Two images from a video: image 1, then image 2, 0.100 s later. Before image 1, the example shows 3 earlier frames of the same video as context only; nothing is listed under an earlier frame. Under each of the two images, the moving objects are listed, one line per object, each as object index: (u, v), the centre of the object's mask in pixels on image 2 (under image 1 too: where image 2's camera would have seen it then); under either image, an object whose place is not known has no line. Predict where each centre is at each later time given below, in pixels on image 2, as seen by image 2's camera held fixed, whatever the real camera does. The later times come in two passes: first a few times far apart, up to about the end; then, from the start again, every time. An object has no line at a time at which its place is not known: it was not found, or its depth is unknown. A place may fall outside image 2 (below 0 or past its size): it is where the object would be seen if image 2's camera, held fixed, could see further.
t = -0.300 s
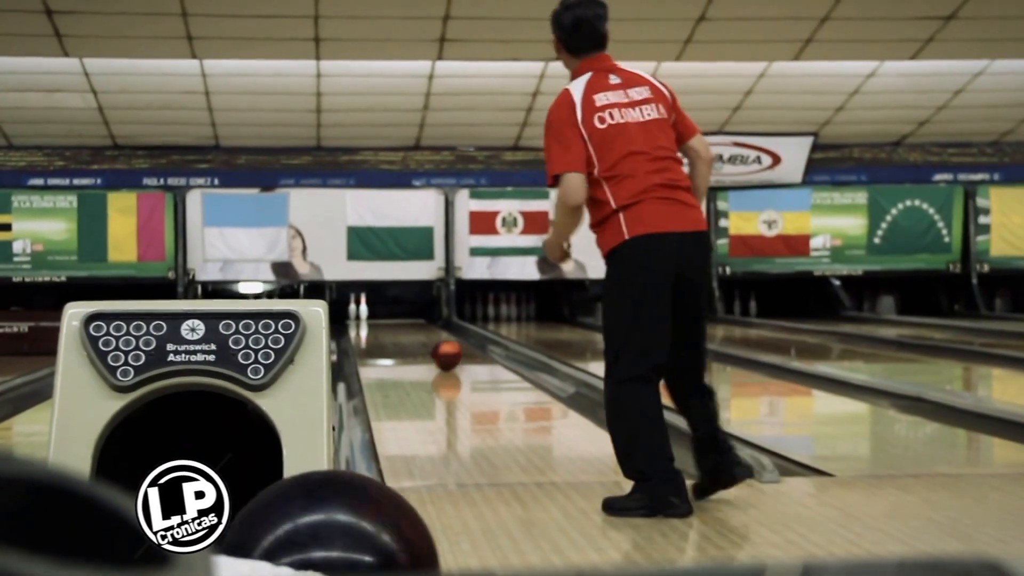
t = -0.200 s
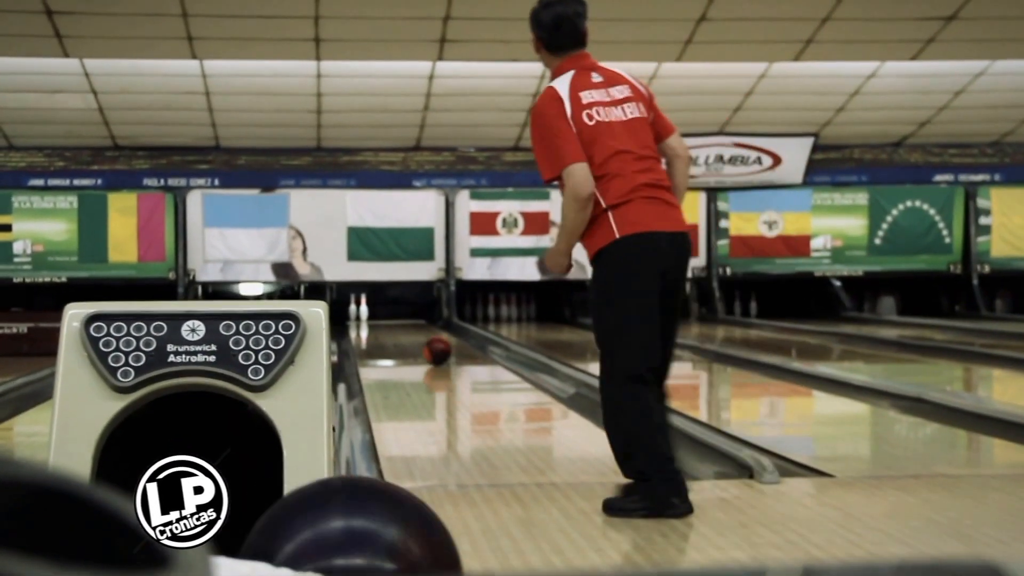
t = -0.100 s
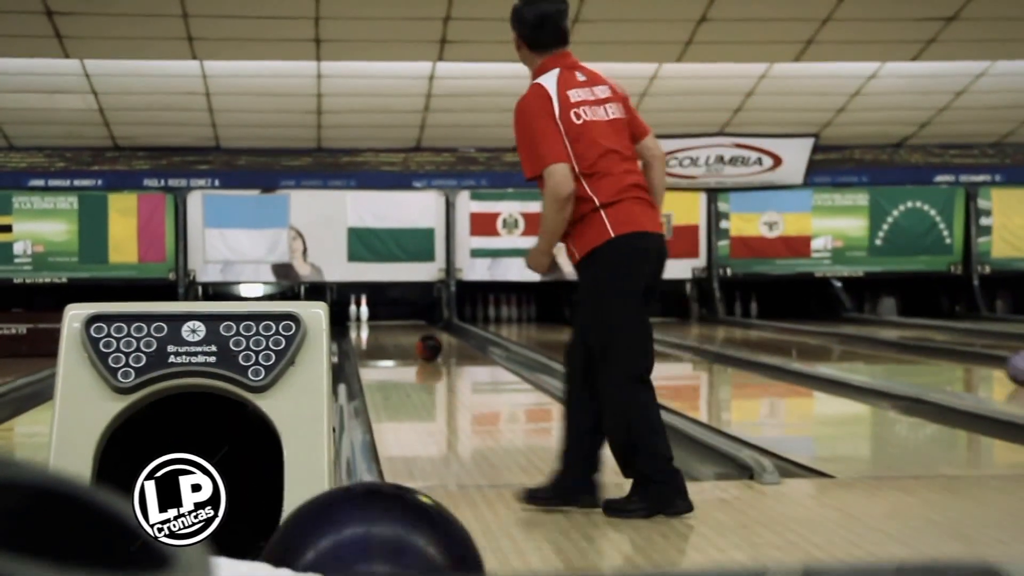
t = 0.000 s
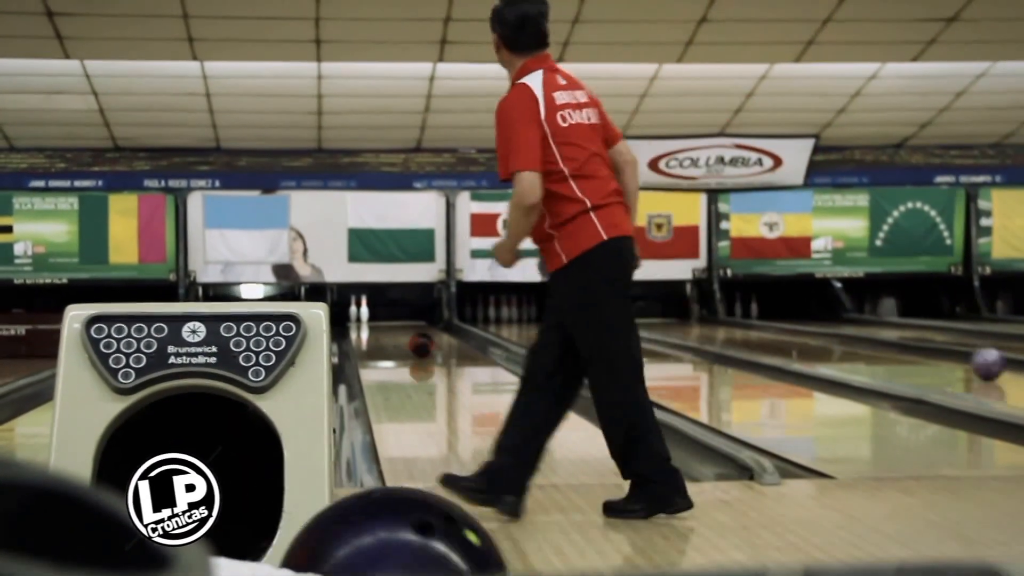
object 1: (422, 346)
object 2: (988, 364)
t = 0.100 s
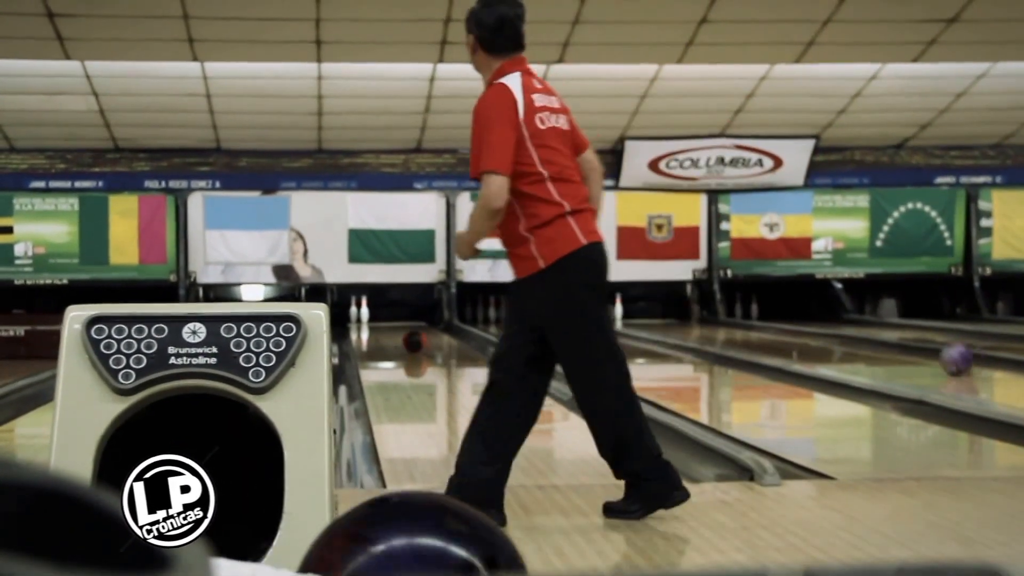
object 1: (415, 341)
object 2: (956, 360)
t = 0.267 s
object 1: (406, 336)
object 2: (910, 352)
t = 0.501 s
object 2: (855, 345)
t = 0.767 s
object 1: (383, 325)
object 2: (804, 338)
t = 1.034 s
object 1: (376, 321)
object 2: (762, 331)
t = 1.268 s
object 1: (373, 319)
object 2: (731, 327)
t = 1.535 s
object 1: (366, 317)
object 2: (701, 323)
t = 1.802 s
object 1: (371, 319)
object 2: (675, 321)
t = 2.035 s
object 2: (655, 317)
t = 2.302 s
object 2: (636, 317)
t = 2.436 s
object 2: (628, 316)
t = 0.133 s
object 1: (413, 340)
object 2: (946, 358)
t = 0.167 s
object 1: (412, 339)
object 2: (936, 356)
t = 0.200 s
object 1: (410, 339)
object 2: (927, 355)
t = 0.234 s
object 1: (408, 338)
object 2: (919, 354)
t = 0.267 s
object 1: (406, 336)
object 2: (910, 352)
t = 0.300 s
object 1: (404, 335)
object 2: (902, 352)
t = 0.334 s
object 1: (402, 335)
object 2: (893, 350)
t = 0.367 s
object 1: (401, 334)
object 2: (885, 349)
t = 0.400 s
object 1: (398, 334)
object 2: (878, 348)
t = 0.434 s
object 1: (391, 331)
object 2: (870, 347)
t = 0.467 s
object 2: (863, 346)
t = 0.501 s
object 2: (855, 345)
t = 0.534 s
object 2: (848, 343)
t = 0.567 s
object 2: (842, 342)
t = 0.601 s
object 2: (835, 341)
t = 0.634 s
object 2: (828, 341)
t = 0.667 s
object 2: (822, 340)
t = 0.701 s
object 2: (816, 340)
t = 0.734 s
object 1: (384, 326)
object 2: (810, 339)
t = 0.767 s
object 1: (383, 325)
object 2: (804, 338)
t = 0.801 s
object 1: (381, 325)
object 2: (798, 337)
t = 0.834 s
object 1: (381, 324)
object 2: (792, 336)
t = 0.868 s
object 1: (381, 324)
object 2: (787, 336)
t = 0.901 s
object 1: (381, 323)
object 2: (782, 334)
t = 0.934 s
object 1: (379, 322)
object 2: (777, 333)
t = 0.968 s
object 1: (378, 321)
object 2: (771, 333)
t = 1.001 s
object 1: (376, 321)
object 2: (767, 332)
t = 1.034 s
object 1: (376, 321)
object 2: (762, 331)
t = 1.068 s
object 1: (377, 322)
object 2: (757, 331)
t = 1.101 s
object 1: (376, 320)
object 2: (753, 329)
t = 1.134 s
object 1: (375, 320)
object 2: (748, 329)
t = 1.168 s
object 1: (373, 320)
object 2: (744, 328)
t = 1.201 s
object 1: (374, 320)
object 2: (740, 329)
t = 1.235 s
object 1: (374, 319)
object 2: (736, 327)
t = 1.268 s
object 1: (373, 319)
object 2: (731, 327)
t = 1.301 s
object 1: (370, 319)
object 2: (727, 326)
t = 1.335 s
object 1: (371, 320)
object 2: (723, 326)
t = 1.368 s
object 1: (371, 318)
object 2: (719, 326)
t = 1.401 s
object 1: (369, 318)
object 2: (715, 325)
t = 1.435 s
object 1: (368, 320)
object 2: (712, 325)
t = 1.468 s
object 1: (370, 318)
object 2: (708, 324)
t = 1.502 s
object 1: (368, 316)
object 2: (705, 324)
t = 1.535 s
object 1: (366, 317)
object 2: (701, 323)
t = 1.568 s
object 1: (367, 316)
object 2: (698, 323)
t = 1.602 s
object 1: (370, 317)
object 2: (694, 323)
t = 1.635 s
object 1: (369, 316)
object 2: (691, 322)
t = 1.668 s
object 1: (369, 316)
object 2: (688, 322)
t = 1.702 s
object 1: (370, 314)
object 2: (685, 321)
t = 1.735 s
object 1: (374, 318)
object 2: (682, 320)
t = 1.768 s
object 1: (372, 318)
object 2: (678, 320)
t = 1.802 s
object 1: (371, 319)
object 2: (675, 321)
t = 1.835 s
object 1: (371, 321)
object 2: (672, 320)
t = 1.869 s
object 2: (669, 319)
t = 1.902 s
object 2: (666, 319)
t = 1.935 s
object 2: (663, 318)
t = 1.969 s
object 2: (660, 318)
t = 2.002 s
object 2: (658, 318)
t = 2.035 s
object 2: (655, 317)
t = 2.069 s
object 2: (652, 317)
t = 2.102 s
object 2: (650, 316)
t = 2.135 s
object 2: (648, 317)
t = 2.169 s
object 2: (645, 317)
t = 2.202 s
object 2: (642, 317)
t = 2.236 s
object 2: (640, 317)
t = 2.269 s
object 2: (638, 317)
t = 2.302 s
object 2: (636, 317)
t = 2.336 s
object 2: (633, 317)
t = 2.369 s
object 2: (631, 317)
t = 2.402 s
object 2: (629, 316)
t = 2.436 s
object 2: (628, 316)
